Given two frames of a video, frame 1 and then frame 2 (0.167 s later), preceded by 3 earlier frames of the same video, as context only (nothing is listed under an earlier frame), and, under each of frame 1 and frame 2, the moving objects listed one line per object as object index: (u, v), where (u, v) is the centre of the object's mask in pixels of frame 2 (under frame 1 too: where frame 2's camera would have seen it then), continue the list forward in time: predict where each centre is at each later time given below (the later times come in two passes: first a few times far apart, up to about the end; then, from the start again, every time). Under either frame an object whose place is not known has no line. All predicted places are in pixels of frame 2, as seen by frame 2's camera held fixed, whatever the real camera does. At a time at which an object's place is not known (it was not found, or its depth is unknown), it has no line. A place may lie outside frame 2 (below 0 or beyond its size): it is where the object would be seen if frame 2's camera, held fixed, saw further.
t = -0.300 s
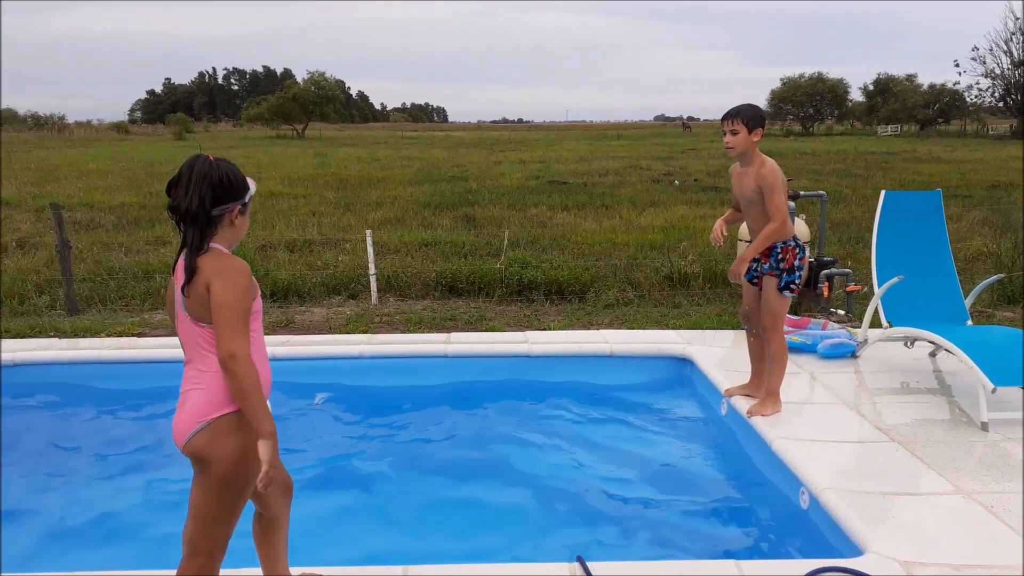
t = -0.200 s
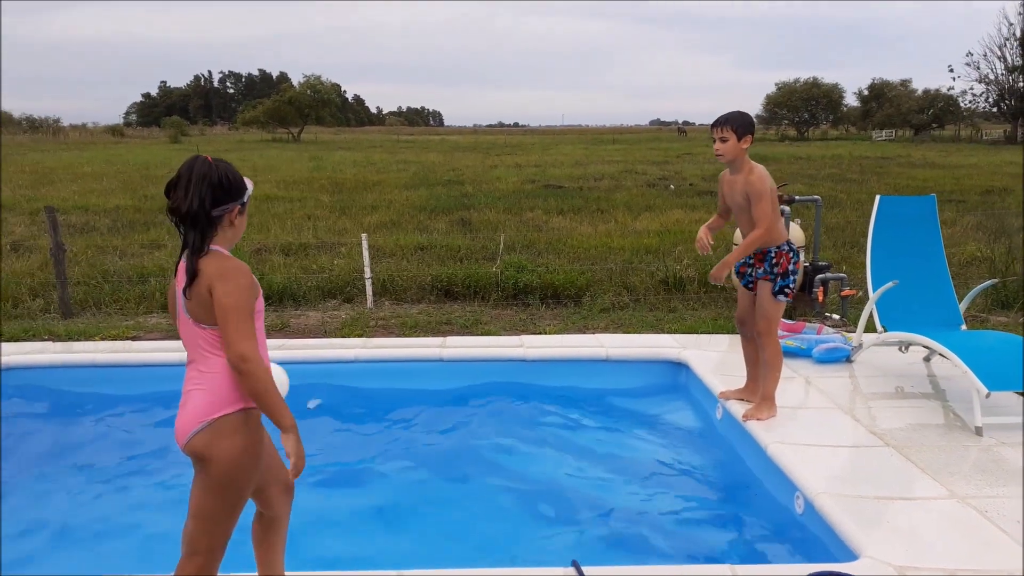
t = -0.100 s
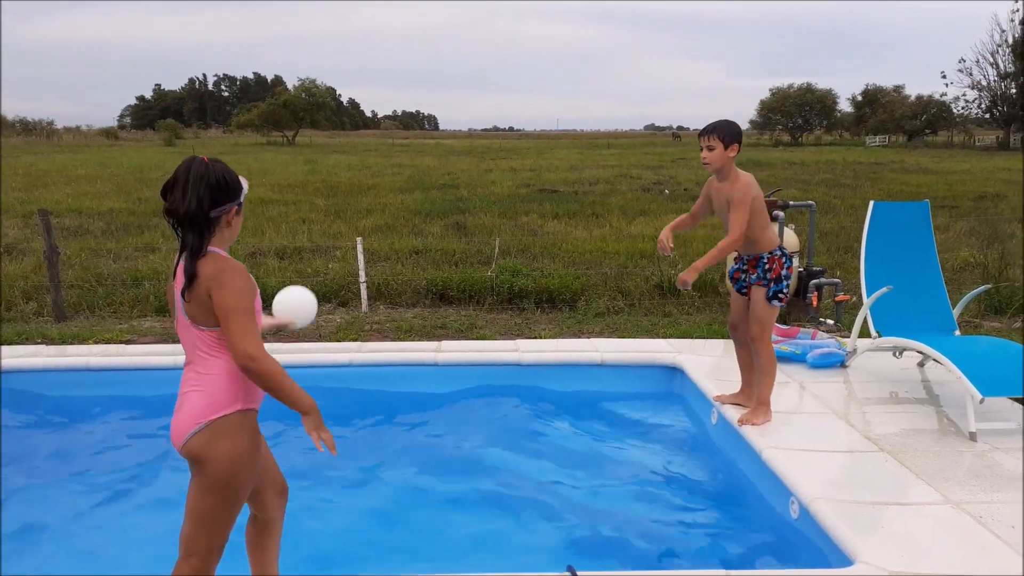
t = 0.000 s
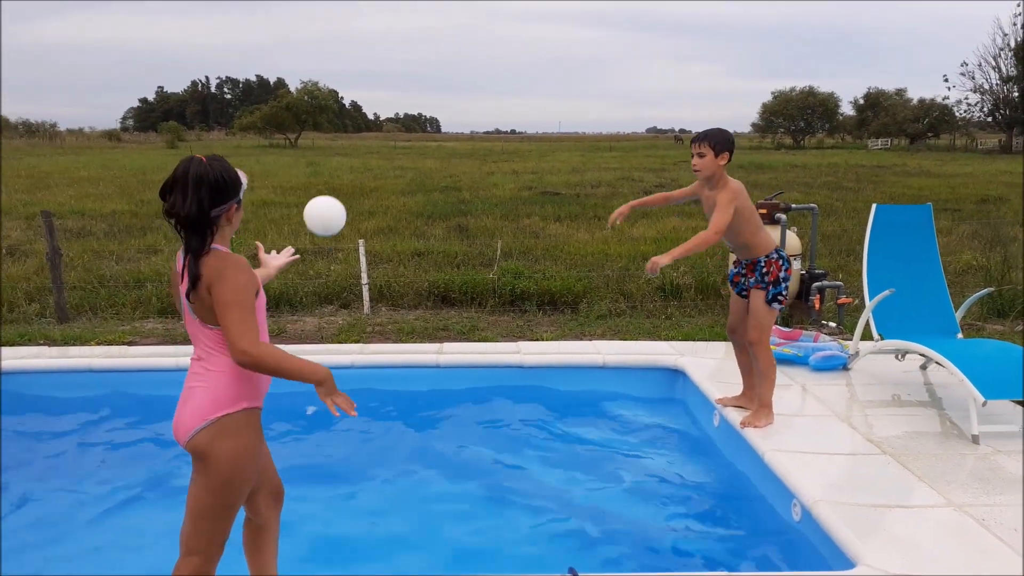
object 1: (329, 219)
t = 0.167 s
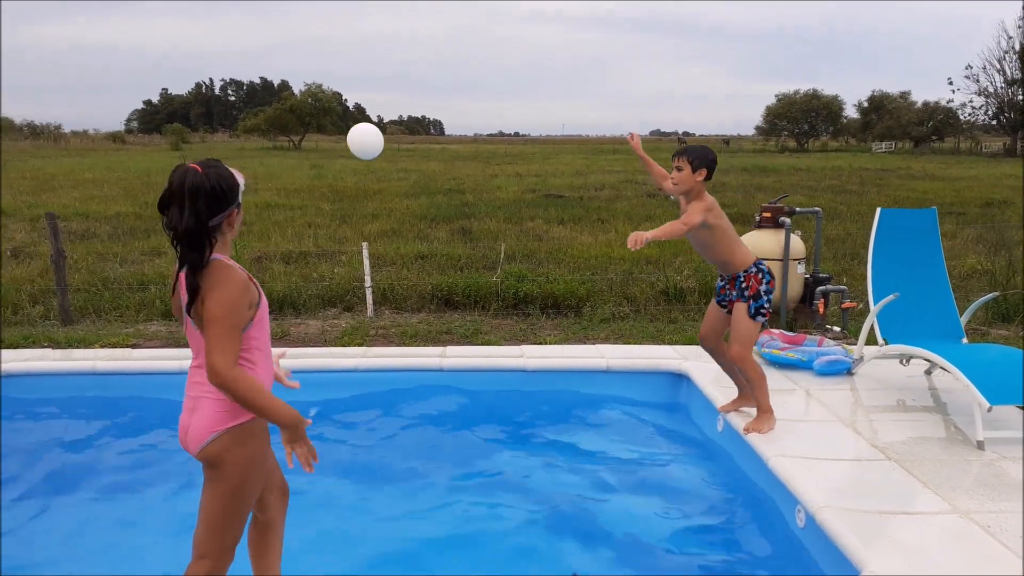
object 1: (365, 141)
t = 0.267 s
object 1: (385, 132)
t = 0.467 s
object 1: (420, 185)
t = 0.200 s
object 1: (372, 135)
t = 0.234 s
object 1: (378, 132)
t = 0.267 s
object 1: (385, 132)
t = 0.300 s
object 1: (392, 136)
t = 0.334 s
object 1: (398, 141)
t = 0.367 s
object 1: (405, 149)
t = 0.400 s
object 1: (410, 160)
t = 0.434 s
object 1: (415, 172)
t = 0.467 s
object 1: (420, 185)
